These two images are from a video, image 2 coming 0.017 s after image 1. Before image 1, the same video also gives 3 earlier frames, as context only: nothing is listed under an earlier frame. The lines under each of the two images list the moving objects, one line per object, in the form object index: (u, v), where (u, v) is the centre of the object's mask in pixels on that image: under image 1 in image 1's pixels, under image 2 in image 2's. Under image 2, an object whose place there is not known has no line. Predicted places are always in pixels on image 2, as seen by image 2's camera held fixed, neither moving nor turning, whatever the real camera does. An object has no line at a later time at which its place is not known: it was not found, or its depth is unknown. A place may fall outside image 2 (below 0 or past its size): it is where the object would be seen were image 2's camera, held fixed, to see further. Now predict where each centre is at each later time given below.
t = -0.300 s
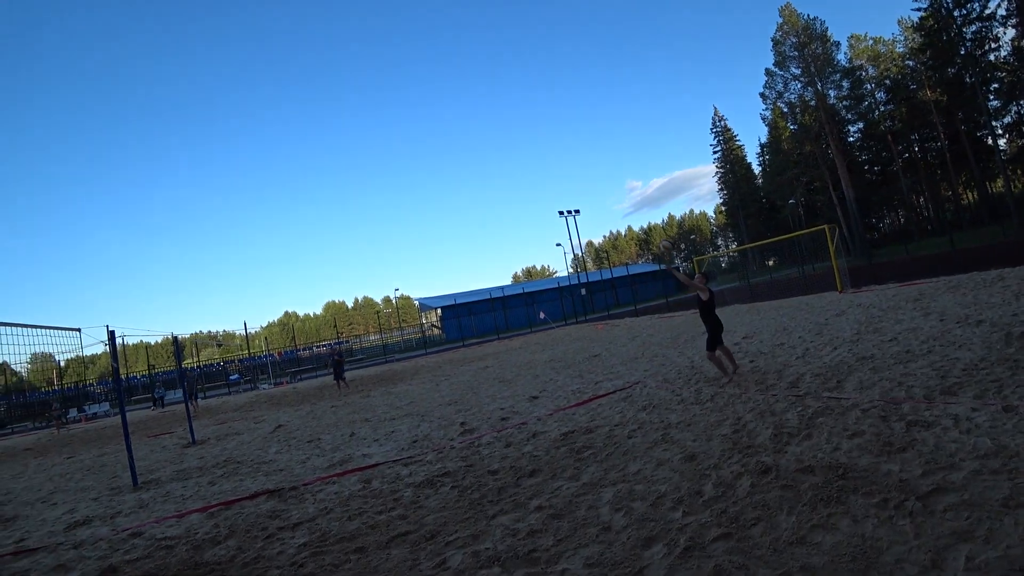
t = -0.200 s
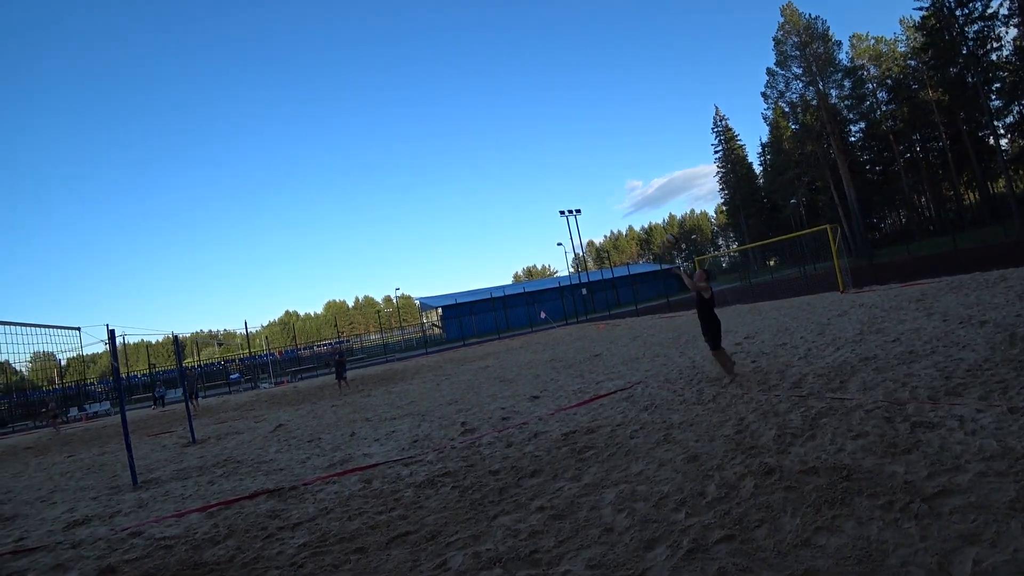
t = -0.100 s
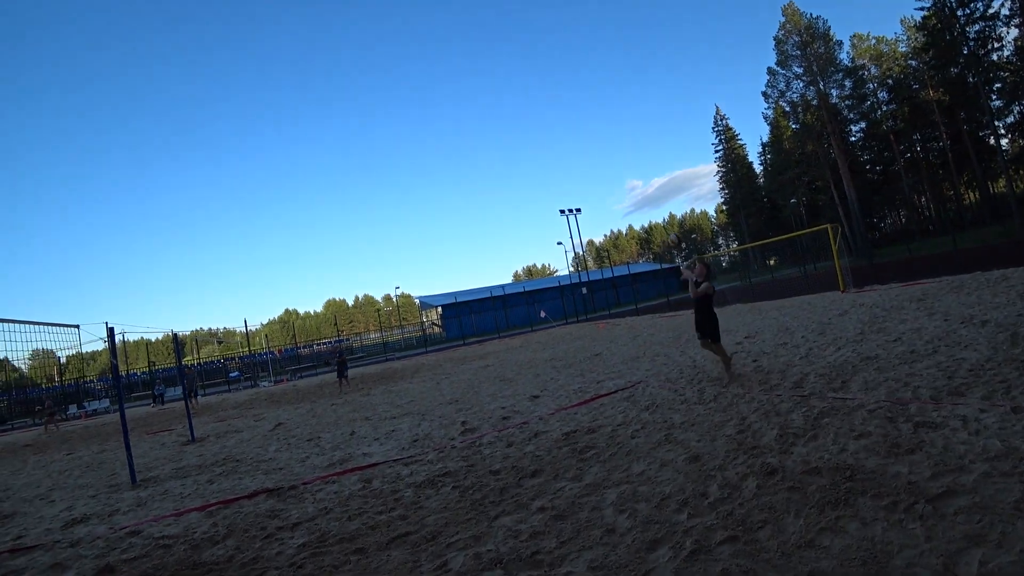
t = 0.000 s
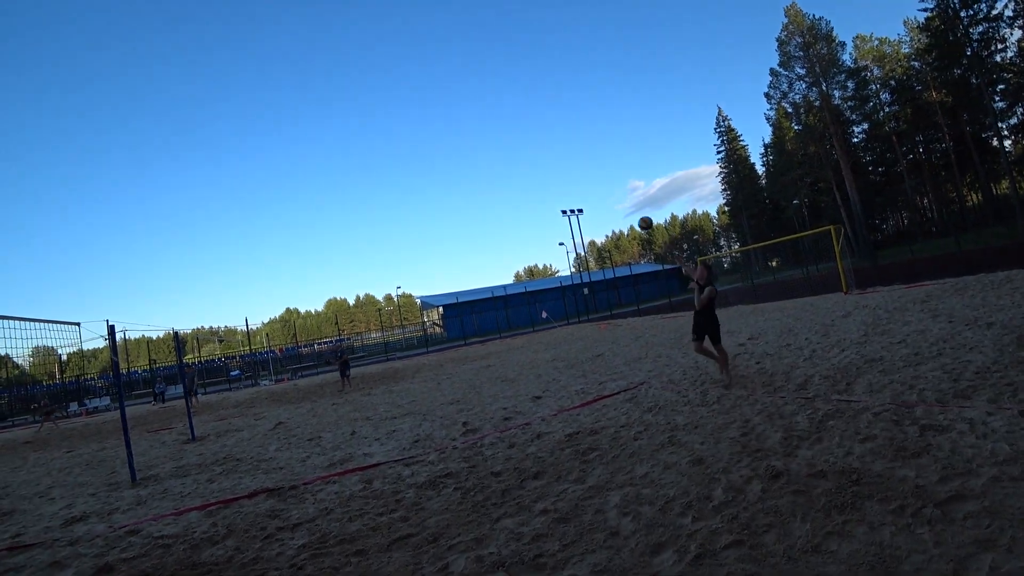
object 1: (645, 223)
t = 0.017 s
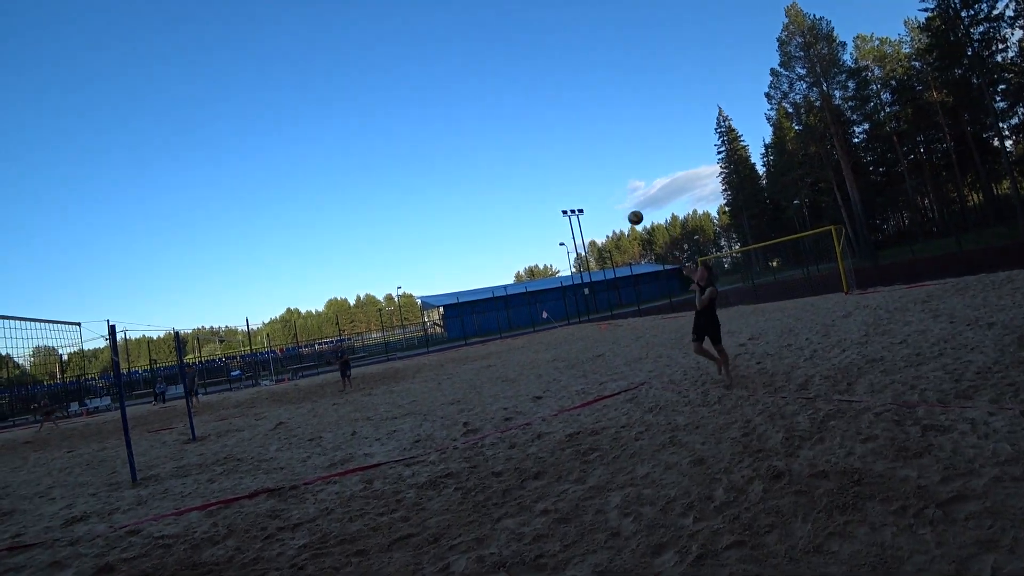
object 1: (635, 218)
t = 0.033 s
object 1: (625, 212)
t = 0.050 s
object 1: (614, 206)
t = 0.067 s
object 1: (602, 201)
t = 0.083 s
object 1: (591, 195)
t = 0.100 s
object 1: (579, 190)
